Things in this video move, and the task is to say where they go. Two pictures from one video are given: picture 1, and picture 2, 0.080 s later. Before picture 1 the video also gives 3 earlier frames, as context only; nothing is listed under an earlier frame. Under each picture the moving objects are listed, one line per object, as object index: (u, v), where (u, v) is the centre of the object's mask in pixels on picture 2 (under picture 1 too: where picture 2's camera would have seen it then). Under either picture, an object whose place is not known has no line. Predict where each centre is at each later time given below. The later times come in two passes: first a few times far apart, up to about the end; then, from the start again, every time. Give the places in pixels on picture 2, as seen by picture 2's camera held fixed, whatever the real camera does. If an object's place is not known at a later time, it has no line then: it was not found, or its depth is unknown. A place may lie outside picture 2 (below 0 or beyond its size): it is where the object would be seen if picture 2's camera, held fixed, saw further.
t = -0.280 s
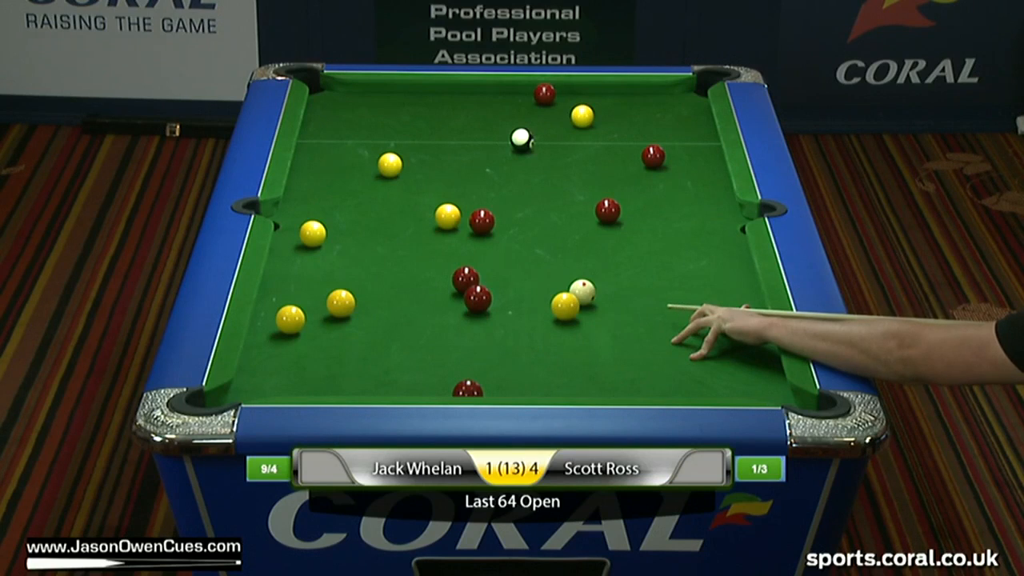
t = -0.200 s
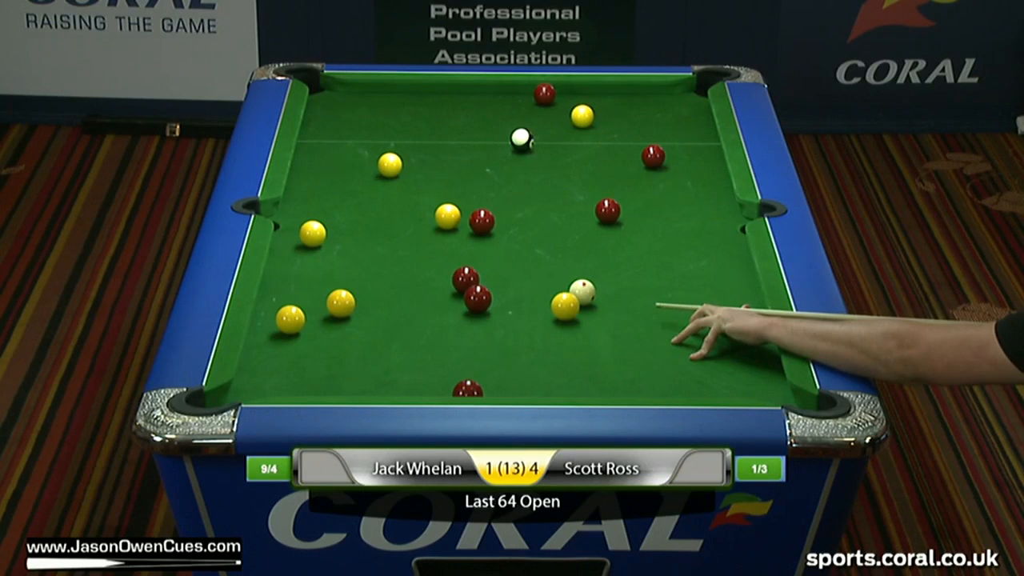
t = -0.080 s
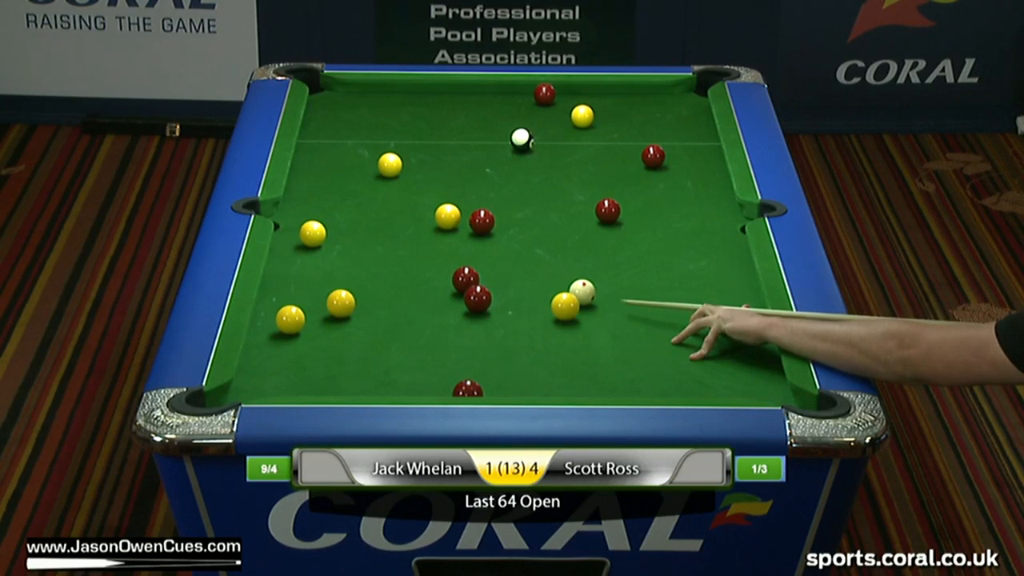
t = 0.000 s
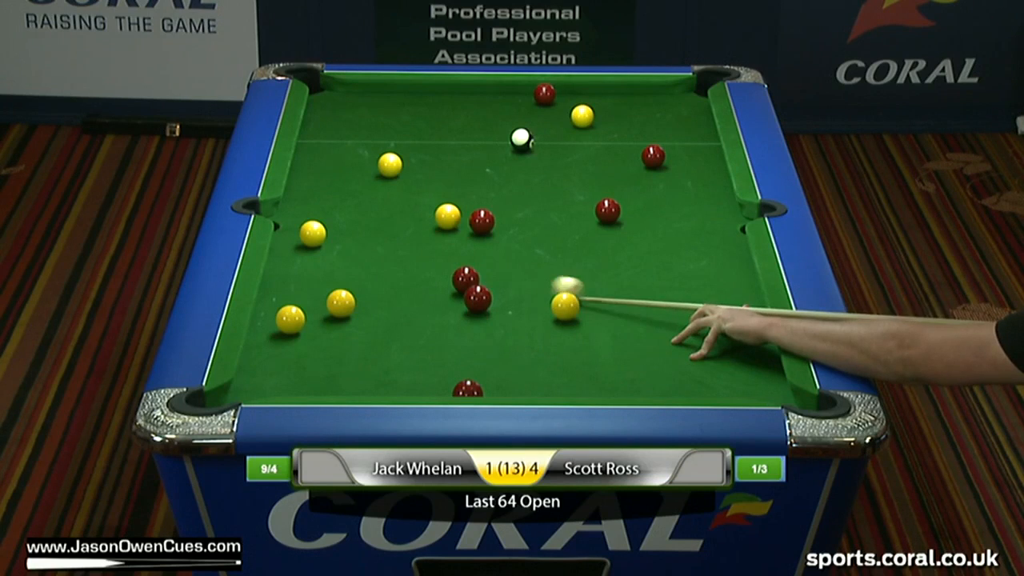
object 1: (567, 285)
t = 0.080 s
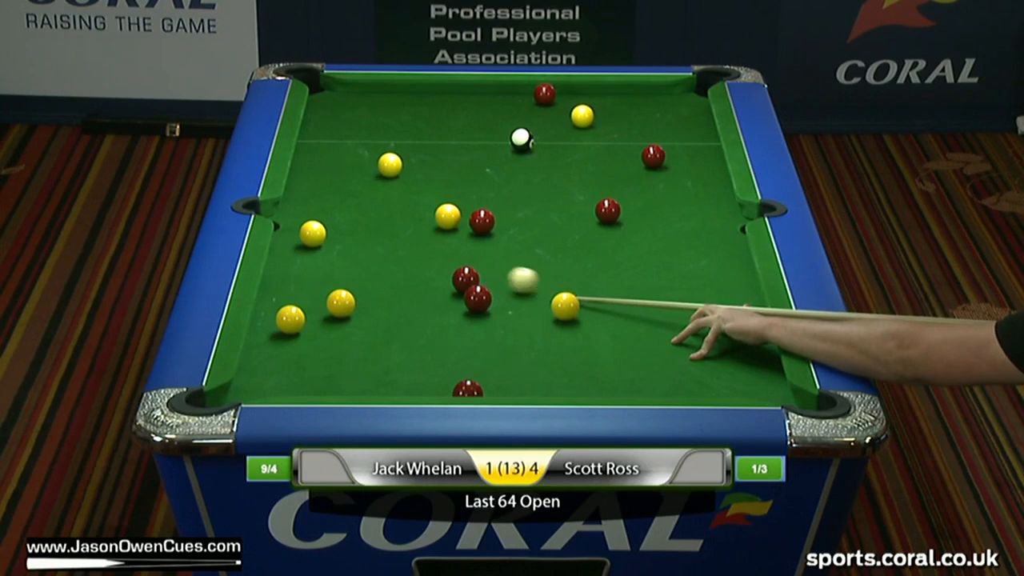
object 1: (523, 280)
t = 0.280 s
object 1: (445, 264)
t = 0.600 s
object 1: (356, 247)
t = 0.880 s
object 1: (312, 243)
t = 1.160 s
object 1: (285, 246)
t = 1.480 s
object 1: (296, 249)
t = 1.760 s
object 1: (308, 252)
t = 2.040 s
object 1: (317, 253)
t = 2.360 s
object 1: (323, 255)
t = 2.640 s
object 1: (326, 255)
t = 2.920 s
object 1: (326, 255)
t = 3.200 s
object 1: (326, 255)
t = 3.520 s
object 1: (326, 255)
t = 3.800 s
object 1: (326, 255)
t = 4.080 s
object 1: (326, 255)
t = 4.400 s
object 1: (326, 255)
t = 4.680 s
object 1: (326, 255)
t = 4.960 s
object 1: (326, 255)
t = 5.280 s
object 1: (326, 255)
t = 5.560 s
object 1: (326, 255)
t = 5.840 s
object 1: (326, 255)
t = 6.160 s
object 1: (326, 255)
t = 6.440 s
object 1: (326, 255)
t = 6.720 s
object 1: (326, 255)
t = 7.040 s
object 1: (326, 255)
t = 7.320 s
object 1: (326, 255)
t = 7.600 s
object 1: (326, 255)
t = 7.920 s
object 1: (326, 255)
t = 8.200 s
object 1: (326, 255)
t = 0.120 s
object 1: (503, 276)
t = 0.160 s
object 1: (488, 271)
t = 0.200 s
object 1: (473, 264)
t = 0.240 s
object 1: (455, 264)
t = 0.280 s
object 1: (445, 264)
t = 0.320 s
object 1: (433, 262)
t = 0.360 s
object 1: (422, 259)
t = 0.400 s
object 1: (411, 257)
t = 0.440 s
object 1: (400, 255)
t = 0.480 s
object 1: (389, 253)
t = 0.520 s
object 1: (378, 251)
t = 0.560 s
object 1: (367, 249)
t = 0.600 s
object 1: (356, 247)
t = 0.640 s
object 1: (346, 245)
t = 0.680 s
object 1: (336, 243)
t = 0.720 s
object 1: (328, 241)
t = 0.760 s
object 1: (324, 242)
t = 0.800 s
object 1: (320, 243)
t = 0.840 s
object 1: (316, 243)
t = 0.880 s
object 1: (312, 243)
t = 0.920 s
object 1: (307, 244)
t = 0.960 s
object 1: (303, 244)
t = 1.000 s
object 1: (299, 244)
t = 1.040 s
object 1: (296, 245)
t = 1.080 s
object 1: (292, 245)
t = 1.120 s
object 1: (289, 245)
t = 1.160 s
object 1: (285, 246)
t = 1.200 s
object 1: (283, 246)
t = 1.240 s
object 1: (285, 247)
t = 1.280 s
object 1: (287, 247)
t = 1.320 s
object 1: (289, 247)
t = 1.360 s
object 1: (290, 248)
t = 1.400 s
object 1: (292, 249)
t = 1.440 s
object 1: (294, 249)
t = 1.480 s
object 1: (296, 249)
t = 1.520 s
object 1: (298, 250)
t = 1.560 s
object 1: (300, 250)
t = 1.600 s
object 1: (301, 250)
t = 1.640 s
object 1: (303, 251)
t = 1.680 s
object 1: (305, 251)
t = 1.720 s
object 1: (306, 252)
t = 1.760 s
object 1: (308, 252)
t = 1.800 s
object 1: (309, 252)
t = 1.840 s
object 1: (311, 252)
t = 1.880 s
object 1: (312, 253)
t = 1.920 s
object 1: (313, 253)
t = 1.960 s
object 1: (314, 253)
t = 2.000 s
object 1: (316, 253)
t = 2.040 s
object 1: (317, 253)
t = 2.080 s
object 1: (318, 253)
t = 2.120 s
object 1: (319, 254)
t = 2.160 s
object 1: (320, 254)
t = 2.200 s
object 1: (320, 254)
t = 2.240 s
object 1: (321, 254)
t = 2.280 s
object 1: (322, 254)
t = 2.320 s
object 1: (323, 254)
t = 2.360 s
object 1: (323, 255)
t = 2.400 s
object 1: (324, 255)
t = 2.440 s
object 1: (324, 255)
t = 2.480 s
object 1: (325, 255)
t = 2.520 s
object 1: (325, 255)
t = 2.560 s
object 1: (325, 255)
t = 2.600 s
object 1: (326, 255)
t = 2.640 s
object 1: (326, 255)
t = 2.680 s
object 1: (326, 255)
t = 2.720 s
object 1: (326, 255)
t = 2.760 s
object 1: (326, 255)
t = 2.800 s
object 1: (326, 255)
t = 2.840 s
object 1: (326, 255)
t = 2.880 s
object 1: (326, 255)
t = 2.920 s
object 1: (326, 255)
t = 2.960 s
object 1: (326, 255)
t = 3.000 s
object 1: (326, 255)
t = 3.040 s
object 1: (326, 255)
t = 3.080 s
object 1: (326, 255)
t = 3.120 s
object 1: (326, 255)
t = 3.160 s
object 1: (326, 255)
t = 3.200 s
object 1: (326, 255)
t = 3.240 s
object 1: (326, 255)
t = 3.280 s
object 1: (326, 255)
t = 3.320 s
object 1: (326, 255)
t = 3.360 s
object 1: (326, 255)
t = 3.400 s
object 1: (326, 255)
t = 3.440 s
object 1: (326, 255)
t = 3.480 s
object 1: (326, 255)
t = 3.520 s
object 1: (326, 255)
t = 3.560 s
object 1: (326, 255)
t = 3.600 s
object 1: (326, 255)
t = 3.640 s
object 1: (326, 255)
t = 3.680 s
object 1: (326, 255)
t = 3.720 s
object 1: (326, 255)
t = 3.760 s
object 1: (326, 255)
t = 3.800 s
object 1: (326, 255)
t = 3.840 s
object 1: (326, 255)
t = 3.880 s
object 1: (326, 255)
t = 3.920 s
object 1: (326, 255)
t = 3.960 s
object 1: (326, 255)
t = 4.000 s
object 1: (326, 255)
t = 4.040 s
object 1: (326, 255)
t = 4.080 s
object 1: (326, 255)
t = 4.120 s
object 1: (326, 255)
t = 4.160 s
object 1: (326, 255)
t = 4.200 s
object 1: (326, 255)
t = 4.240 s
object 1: (326, 255)
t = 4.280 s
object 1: (326, 255)
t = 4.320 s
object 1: (326, 255)
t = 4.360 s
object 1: (326, 255)
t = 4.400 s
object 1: (326, 255)
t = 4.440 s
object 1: (326, 255)
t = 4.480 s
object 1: (326, 255)
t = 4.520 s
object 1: (326, 255)
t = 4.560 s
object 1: (326, 255)
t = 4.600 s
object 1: (326, 255)
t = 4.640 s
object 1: (326, 255)
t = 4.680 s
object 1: (326, 255)
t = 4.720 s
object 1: (326, 255)
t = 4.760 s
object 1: (326, 255)
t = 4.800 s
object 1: (326, 255)
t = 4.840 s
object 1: (326, 255)
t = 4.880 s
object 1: (326, 255)
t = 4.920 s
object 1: (326, 255)
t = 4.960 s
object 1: (326, 255)
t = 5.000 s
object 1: (326, 255)
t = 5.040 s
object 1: (326, 255)
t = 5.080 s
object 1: (326, 255)
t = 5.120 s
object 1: (326, 255)
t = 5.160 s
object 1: (326, 255)
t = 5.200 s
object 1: (326, 255)
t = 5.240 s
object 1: (326, 255)
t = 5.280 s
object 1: (326, 255)
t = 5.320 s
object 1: (326, 255)
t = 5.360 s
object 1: (326, 255)
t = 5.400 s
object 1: (326, 255)
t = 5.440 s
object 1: (326, 255)
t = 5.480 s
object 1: (326, 255)
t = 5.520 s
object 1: (326, 255)
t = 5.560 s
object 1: (326, 255)
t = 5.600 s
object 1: (326, 255)
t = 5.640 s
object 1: (326, 255)
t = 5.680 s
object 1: (326, 255)
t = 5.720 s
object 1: (326, 255)
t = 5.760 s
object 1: (326, 255)
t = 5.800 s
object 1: (326, 255)
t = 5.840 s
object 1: (326, 255)
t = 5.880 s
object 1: (326, 255)
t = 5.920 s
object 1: (326, 255)
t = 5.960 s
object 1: (326, 255)
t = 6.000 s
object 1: (326, 255)
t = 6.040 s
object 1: (326, 255)
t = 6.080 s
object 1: (326, 255)
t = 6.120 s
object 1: (326, 255)
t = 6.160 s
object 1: (326, 255)
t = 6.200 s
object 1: (326, 255)
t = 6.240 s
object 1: (326, 255)
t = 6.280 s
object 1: (326, 255)
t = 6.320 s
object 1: (326, 255)
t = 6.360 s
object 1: (326, 255)
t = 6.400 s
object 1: (326, 255)
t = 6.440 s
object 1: (326, 255)
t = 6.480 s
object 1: (326, 255)
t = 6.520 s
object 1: (326, 255)
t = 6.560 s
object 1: (326, 255)
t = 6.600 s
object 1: (326, 255)
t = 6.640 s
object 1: (326, 255)
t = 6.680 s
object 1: (326, 255)
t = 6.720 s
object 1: (326, 255)
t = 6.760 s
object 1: (326, 255)
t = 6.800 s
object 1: (326, 255)
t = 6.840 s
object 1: (326, 255)
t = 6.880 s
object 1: (326, 255)
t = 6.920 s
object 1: (326, 255)
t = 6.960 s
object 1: (326, 255)
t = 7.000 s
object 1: (326, 255)
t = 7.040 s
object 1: (326, 255)
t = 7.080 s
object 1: (326, 255)
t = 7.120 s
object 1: (326, 255)
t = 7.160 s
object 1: (326, 255)
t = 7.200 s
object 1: (326, 255)
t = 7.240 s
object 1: (326, 255)
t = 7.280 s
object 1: (326, 255)
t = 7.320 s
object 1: (326, 255)
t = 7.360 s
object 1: (326, 255)
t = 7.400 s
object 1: (326, 255)
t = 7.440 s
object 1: (326, 255)
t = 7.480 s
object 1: (326, 255)
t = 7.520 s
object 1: (326, 255)
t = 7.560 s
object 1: (326, 255)
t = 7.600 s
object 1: (326, 255)
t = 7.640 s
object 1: (326, 255)
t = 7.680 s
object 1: (326, 255)
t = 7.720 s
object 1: (326, 255)
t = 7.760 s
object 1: (326, 255)
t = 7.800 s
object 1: (326, 255)
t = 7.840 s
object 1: (326, 255)
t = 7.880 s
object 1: (326, 255)
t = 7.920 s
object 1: (326, 255)
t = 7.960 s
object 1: (326, 255)
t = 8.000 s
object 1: (326, 255)
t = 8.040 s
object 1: (326, 255)
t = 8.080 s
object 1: (326, 255)
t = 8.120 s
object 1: (326, 255)
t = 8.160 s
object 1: (326, 255)
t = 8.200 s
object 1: (326, 255)
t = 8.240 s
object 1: (326, 255)
